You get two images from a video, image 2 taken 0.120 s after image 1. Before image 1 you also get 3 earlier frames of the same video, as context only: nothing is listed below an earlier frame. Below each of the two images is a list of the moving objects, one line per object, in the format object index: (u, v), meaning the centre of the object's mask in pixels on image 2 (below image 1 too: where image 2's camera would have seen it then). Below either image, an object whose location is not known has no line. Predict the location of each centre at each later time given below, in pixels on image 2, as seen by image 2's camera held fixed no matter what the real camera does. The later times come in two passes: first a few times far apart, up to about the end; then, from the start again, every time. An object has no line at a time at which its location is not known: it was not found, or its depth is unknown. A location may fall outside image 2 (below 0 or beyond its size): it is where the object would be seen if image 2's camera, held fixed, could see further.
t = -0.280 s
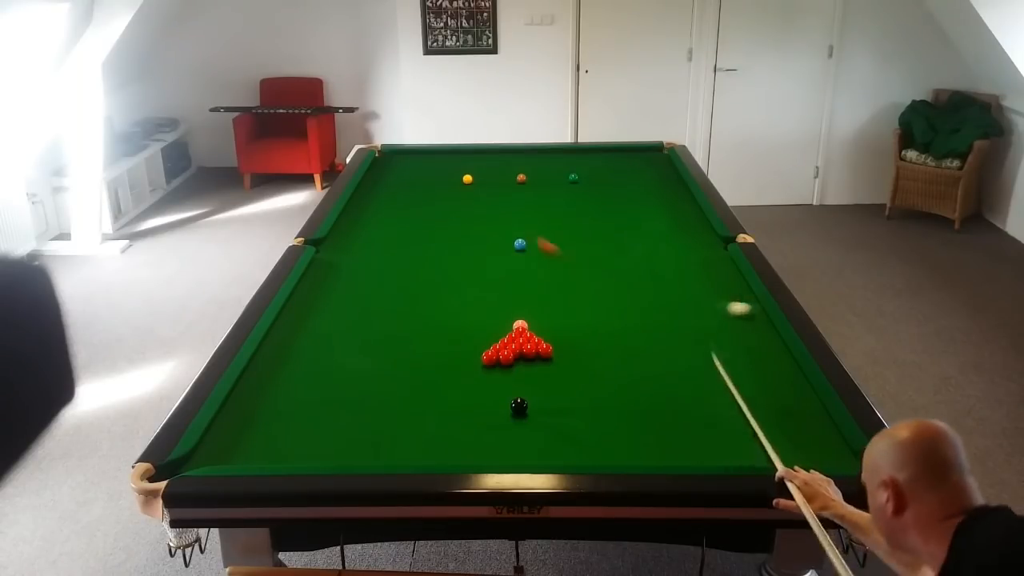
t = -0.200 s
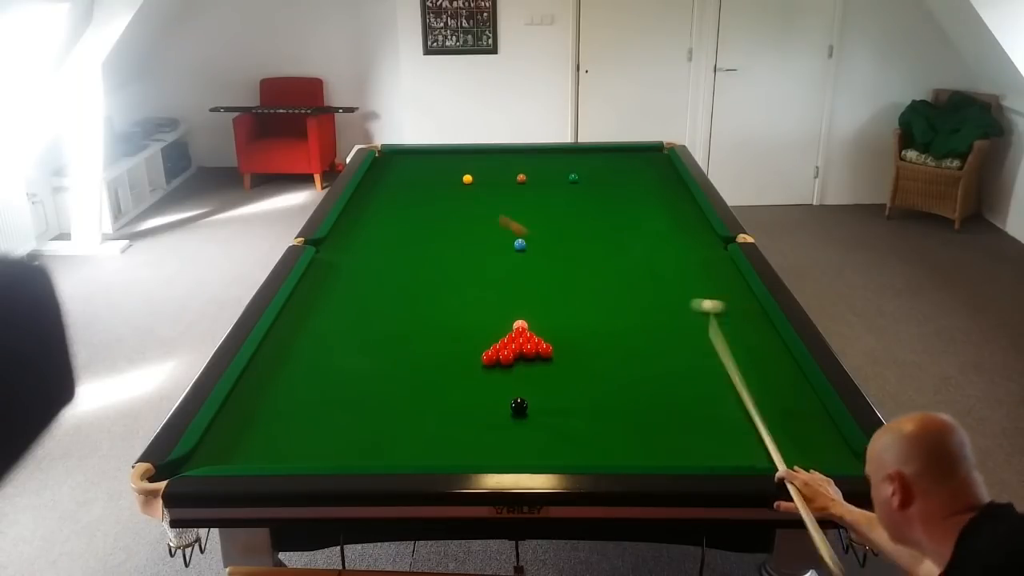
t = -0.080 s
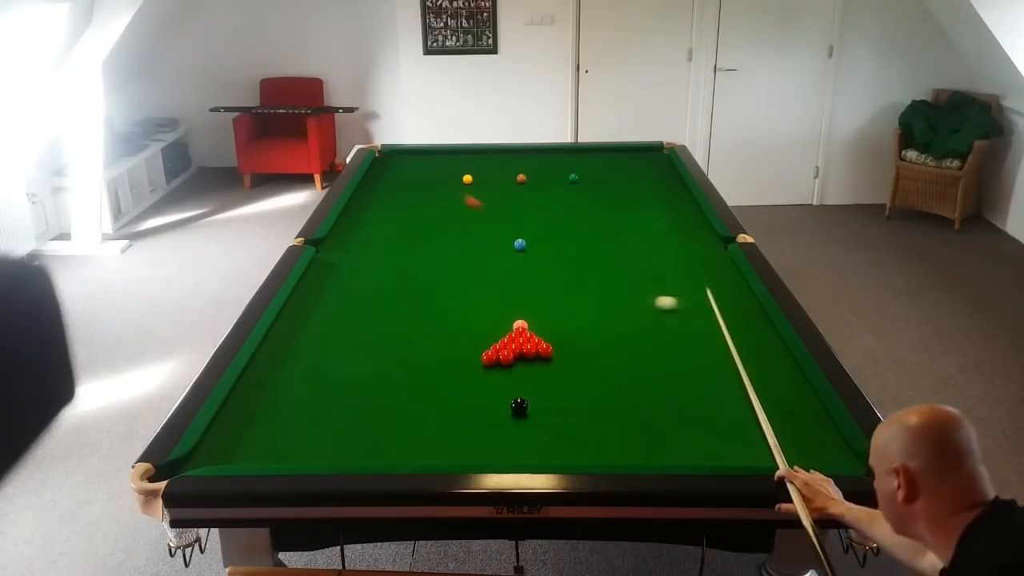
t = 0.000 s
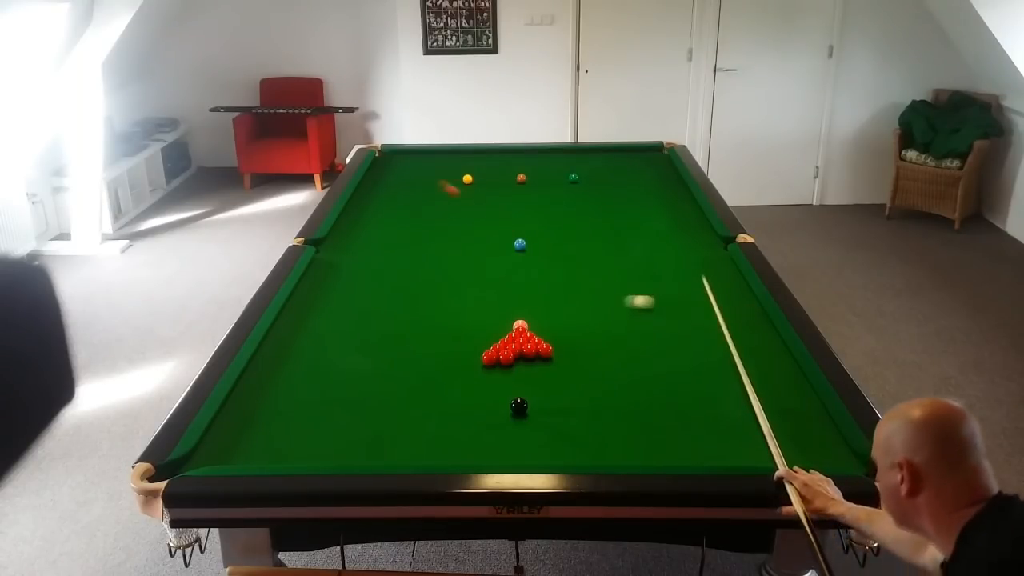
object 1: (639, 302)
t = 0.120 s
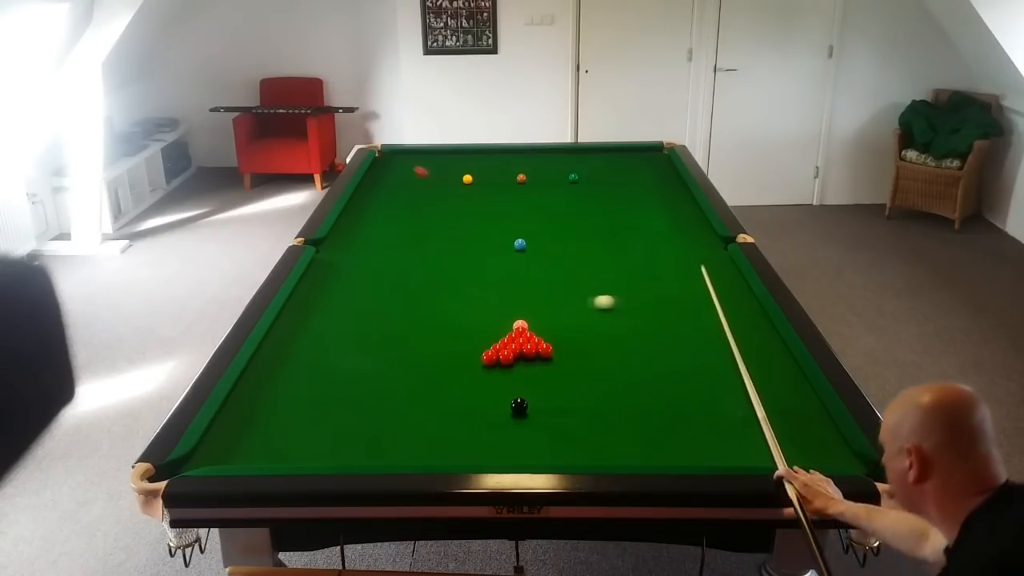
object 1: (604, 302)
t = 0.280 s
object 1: (561, 305)
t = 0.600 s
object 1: (480, 323)
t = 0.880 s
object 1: (412, 349)
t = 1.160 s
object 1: (334, 380)
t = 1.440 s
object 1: (249, 413)
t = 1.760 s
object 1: (240, 450)
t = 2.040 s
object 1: (262, 452)
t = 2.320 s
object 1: (285, 440)
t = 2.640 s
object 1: (308, 428)
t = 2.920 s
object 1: (325, 420)
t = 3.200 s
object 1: (339, 413)
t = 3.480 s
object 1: (350, 408)
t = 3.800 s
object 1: (360, 403)
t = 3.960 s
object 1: (364, 401)
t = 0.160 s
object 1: (591, 303)
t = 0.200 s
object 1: (581, 303)
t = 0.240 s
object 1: (570, 304)
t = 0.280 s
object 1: (561, 305)
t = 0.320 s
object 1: (549, 307)
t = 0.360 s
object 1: (538, 308)
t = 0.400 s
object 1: (528, 310)
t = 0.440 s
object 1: (519, 312)
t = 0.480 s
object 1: (511, 314)
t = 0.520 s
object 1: (499, 317)
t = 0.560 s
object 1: (489, 320)
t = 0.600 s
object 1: (480, 323)
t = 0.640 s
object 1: (471, 327)
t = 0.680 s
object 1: (462, 330)
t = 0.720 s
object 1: (451, 334)
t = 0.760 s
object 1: (441, 338)
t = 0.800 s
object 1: (431, 342)
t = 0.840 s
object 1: (422, 346)
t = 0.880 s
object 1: (412, 349)
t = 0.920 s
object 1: (401, 354)
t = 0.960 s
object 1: (389, 358)
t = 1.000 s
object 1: (379, 363)
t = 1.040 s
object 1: (369, 366)
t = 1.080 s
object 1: (358, 371)
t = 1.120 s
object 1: (346, 375)
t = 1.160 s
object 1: (334, 380)
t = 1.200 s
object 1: (322, 384)
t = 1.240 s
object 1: (312, 389)
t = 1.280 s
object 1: (300, 393)
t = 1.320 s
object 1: (287, 399)
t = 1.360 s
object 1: (273, 404)
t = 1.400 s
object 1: (262, 408)
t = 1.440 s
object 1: (249, 413)
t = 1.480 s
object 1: (236, 418)
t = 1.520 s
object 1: (223, 423)
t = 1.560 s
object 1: (220, 428)
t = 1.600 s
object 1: (226, 432)
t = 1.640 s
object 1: (230, 436)
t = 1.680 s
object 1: (234, 440)
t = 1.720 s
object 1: (238, 445)
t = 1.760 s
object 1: (240, 450)
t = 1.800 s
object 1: (242, 454)
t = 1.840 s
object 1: (243, 457)
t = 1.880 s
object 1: (245, 459)
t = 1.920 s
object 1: (250, 459)
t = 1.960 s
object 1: (254, 456)
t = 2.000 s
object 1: (258, 454)
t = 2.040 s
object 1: (262, 452)
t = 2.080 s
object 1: (265, 450)
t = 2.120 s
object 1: (269, 449)
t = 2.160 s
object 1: (273, 447)
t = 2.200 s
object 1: (276, 445)
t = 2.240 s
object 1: (279, 444)
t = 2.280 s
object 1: (282, 442)
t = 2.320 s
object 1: (285, 440)
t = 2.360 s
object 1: (289, 439)
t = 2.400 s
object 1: (292, 437)
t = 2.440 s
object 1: (294, 435)
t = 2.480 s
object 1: (297, 434)
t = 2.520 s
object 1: (300, 433)
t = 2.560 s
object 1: (303, 431)
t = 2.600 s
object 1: (306, 430)
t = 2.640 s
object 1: (308, 428)
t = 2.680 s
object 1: (311, 427)
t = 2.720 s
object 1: (313, 426)
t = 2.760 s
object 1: (316, 425)
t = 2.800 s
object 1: (318, 424)
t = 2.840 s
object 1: (320, 422)
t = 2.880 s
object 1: (323, 421)
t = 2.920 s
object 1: (325, 420)
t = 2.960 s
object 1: (327, 419)
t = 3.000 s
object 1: (329, 418)
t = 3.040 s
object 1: (331, 417)
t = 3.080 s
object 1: (333, 416)
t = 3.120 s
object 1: (335, 415)
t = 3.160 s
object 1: (337, 414)
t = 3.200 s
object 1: (339, 413)
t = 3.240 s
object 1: (340, 412)
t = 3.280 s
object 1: (342, 412)
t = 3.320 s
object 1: (344, 411)
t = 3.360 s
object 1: (346, 410)
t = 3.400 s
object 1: (347, 409)
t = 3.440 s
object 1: (348, 409)
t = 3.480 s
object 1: (350, 408)
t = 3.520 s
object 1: (352, 407)
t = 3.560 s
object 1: (353, 407)
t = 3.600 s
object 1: (354, 406)
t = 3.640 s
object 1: (356, 406)
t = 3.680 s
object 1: (357, 405)
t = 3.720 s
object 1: (358, 404)
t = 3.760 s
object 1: (359, 404)
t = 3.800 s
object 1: (360, 403)
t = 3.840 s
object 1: (361, 403)
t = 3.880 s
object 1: (362, 402)
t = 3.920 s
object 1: (363, 402)
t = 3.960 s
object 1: (364, 401)
